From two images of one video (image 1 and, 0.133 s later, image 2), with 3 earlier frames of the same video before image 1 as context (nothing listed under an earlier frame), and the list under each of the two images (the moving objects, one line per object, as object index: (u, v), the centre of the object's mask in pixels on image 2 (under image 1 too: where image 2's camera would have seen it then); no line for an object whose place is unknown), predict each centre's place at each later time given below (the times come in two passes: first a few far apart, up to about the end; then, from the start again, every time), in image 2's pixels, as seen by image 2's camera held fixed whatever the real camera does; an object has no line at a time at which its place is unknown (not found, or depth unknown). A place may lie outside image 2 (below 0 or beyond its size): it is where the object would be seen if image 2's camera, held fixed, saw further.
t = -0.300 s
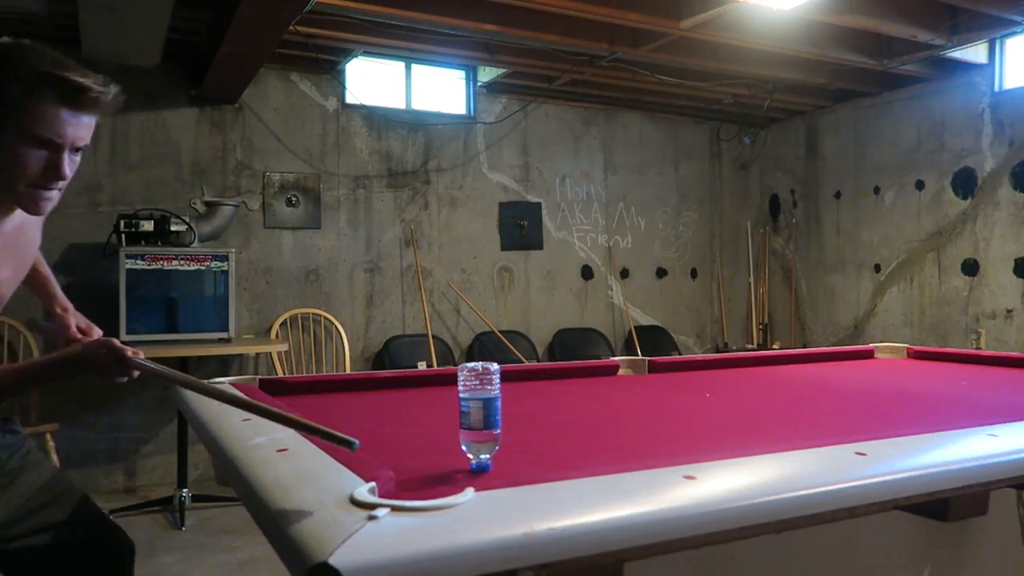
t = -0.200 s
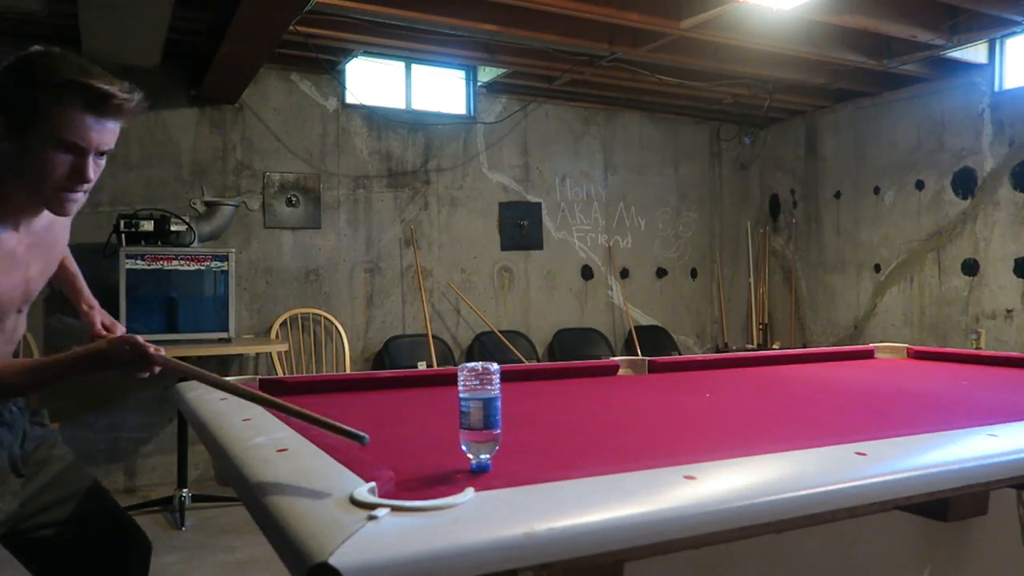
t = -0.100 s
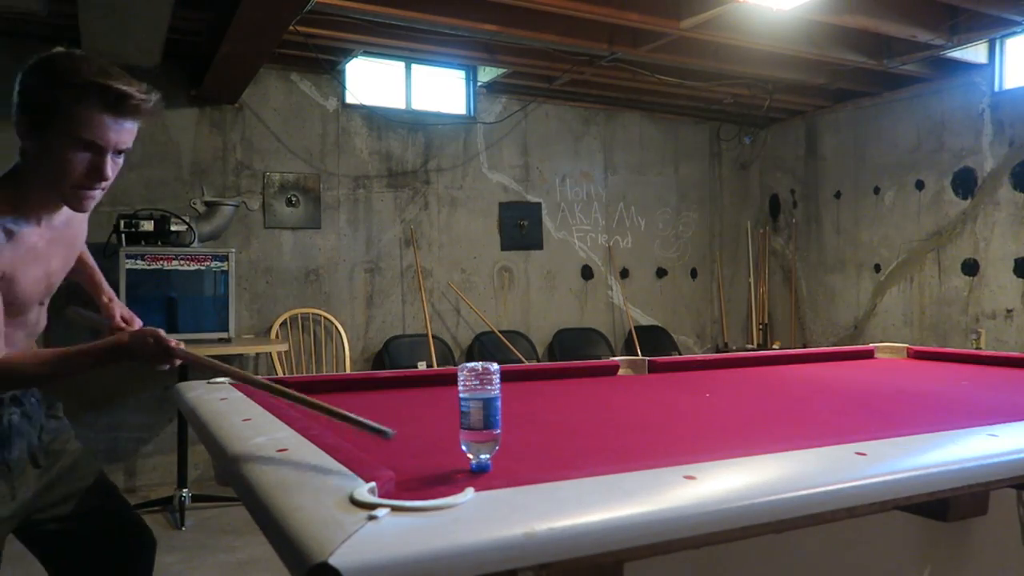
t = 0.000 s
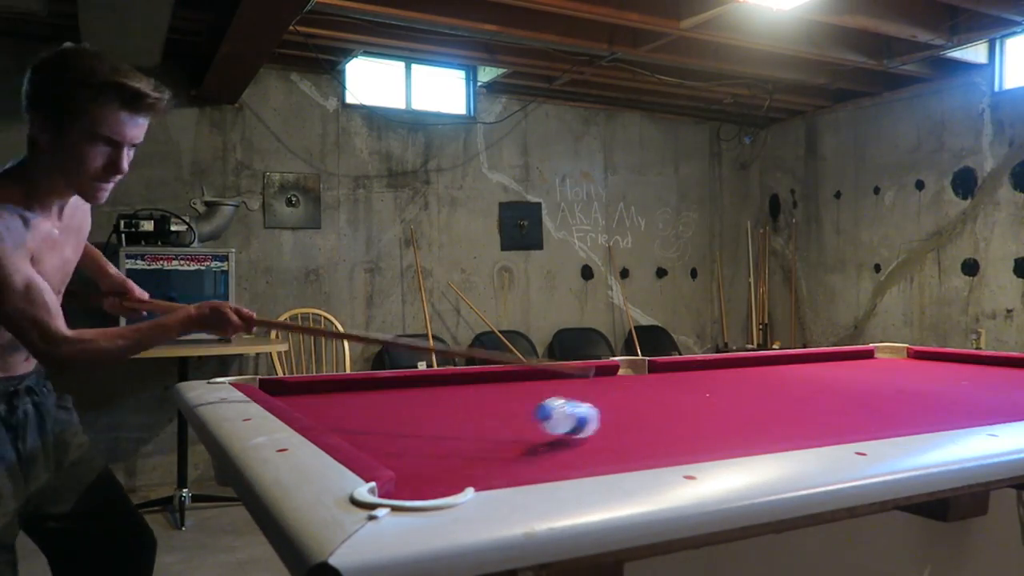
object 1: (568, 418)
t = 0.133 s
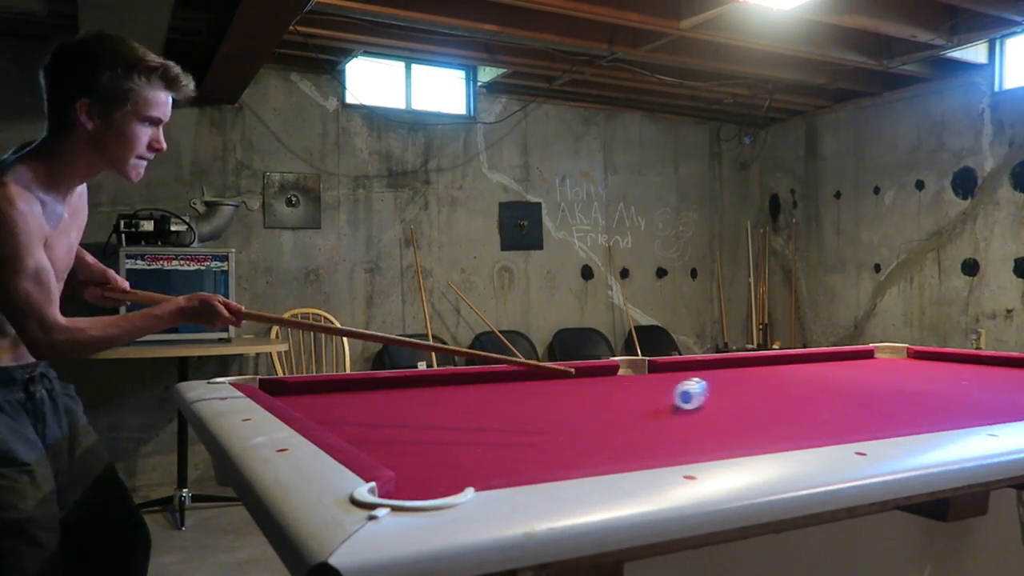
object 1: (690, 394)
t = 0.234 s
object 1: (749, 380)
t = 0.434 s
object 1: (825, 361)
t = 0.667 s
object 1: (898, 351)
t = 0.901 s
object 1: (884, 349)
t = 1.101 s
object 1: (878, 354)
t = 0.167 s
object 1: (713, 389)
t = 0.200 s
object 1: (732, 385)
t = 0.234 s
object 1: (749, 380)
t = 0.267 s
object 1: (764, 376)
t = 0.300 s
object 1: (778, 372)
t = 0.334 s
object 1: (791, 369)
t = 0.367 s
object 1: (804, 366)
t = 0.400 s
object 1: (815, 363)
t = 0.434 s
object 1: (825, 361)
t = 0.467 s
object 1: (834, 359)
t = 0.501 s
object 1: (844, 357)
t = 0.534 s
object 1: (853, 355)
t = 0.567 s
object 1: (865, 354)
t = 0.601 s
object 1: (879, 352)
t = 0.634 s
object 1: (892, 352)
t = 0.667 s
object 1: (898, 351)
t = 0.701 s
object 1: (900, 351)
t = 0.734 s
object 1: (900, 350)
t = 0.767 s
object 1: (896, 350)
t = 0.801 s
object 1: (891, 350)
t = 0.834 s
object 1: (886, 350)
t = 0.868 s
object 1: (884, 349)
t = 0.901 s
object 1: (884, 349)
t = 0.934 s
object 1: (883, 350)
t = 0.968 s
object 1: (881, 352)
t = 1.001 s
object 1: (881, 353)
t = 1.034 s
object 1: (879, 353)
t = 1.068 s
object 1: (878, 354)
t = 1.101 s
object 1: (878, 354)
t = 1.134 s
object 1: (878, 354)
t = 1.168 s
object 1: (881, 355)
